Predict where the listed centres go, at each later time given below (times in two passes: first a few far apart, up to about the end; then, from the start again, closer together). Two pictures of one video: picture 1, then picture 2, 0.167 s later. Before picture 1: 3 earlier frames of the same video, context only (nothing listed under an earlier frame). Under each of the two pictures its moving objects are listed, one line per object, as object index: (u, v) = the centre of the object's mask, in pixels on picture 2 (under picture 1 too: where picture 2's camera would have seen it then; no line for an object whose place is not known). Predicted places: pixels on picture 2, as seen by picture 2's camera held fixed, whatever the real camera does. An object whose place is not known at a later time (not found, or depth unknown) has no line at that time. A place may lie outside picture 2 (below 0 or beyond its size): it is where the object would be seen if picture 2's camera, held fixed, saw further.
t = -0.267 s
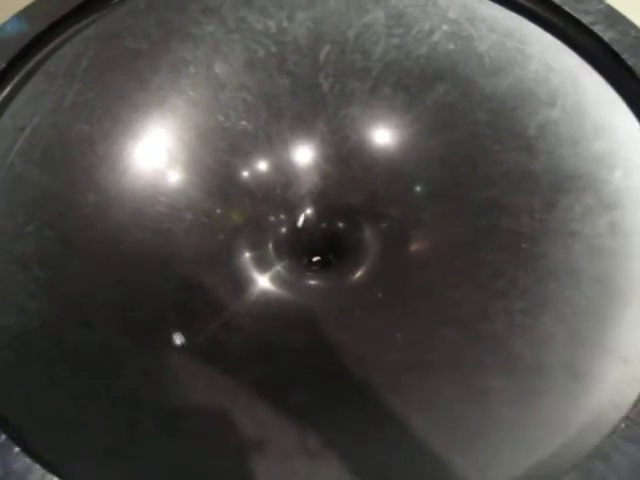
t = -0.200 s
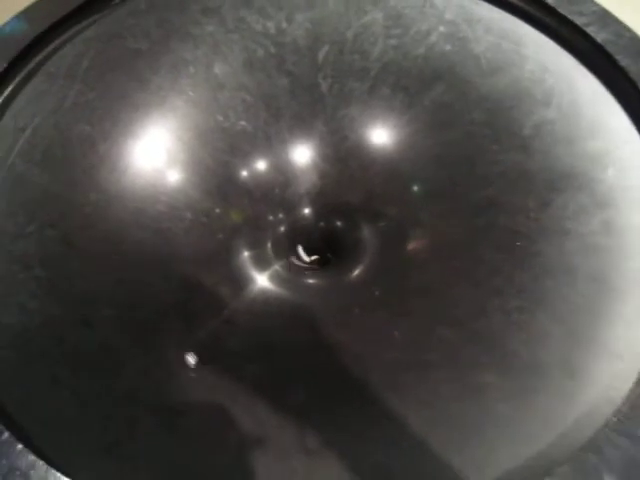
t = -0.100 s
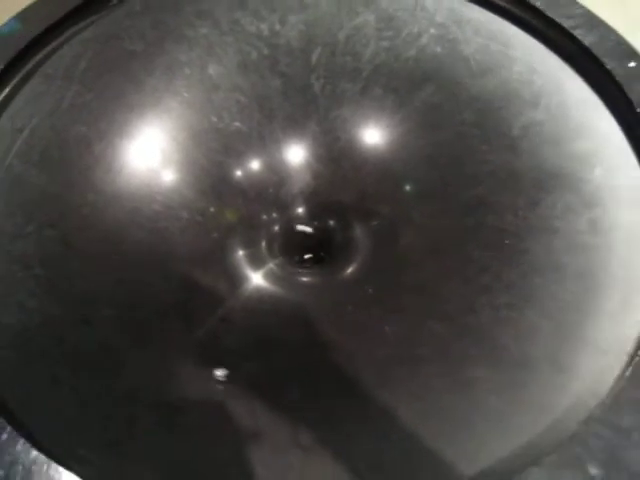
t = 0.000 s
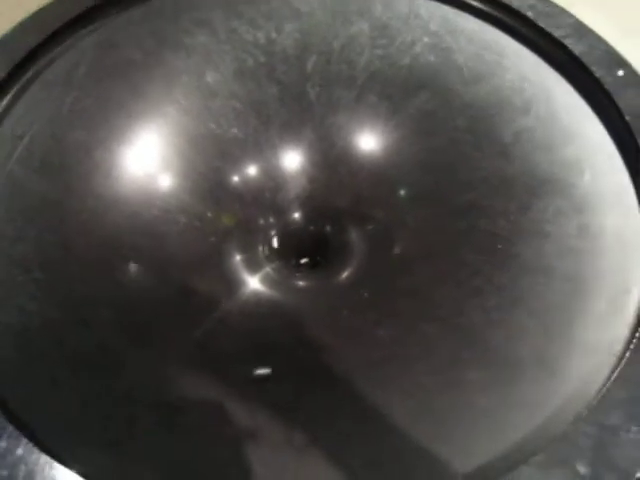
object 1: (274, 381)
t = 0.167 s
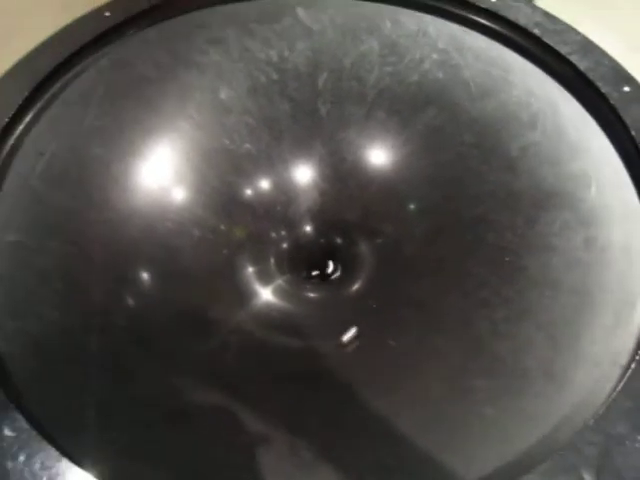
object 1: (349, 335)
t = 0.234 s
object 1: (371, 304)
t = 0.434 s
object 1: (351, 187)
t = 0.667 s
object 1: (224, 123)
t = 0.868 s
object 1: (158, 129)
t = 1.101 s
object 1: (154, 194)
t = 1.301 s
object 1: (248, 270)
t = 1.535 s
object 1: (409, 214)
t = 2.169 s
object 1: (314, 120)
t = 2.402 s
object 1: (263, 258)
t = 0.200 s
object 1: (362, 320)
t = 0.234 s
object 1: (371, 304)
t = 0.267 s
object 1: (379, 286)
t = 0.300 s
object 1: (383, 267)
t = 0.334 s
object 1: (383, 248)
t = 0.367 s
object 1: (378, 227)
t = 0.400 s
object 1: (367, 206)
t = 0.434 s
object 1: (351, 187)
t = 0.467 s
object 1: (332, 170)
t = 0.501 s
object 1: (311, 156)
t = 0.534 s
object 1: (293, 145)
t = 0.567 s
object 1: (274, 136)
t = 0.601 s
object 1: (256, 129)
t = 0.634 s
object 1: (239, 126)
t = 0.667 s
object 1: (224, 123)
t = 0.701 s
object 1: (209, 120)
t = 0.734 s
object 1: (196, 119)
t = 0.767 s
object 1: (184, 120)
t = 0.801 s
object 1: (174, 122)
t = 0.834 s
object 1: (165, 125)
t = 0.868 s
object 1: (158, 129)
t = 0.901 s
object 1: (152, 134)
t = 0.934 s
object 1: (148, 141)
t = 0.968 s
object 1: (145, 148)
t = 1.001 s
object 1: (144, 158)
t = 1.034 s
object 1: (144, 170)
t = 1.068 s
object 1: (149, 182)
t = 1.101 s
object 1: (154, 194)
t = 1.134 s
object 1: (162, 205)
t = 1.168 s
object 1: (173, 219)
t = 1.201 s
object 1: (188, 231)
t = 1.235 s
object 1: (205, 245)
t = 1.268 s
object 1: (225, 259)
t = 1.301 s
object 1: (248, 270)
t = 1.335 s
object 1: (274, 283)
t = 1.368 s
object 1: (302, 289)
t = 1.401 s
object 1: (332, 286)
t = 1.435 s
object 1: (359, 275)
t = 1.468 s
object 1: (381, 256)
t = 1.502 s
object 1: (397, 235)
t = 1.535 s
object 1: (409, 214)
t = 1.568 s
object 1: (418, 194)
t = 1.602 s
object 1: (424, 176)
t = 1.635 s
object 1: (427, 158)
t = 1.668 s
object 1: (429, 143)
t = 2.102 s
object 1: (338, 100)
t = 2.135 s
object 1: (326, 110)
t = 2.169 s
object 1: (314, 120)
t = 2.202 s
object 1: (302, 133)
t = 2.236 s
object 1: (290, 149)
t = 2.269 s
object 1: (279, 166)
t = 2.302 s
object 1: (268, 187)
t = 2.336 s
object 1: (261, 211)
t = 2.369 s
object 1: (258, 235)
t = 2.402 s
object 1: (263, 258)
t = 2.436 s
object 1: (274, 277)
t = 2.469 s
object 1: (291, 292)
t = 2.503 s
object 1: (311, 303)
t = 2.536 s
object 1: (332, 311)
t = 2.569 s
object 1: (353, 316)
